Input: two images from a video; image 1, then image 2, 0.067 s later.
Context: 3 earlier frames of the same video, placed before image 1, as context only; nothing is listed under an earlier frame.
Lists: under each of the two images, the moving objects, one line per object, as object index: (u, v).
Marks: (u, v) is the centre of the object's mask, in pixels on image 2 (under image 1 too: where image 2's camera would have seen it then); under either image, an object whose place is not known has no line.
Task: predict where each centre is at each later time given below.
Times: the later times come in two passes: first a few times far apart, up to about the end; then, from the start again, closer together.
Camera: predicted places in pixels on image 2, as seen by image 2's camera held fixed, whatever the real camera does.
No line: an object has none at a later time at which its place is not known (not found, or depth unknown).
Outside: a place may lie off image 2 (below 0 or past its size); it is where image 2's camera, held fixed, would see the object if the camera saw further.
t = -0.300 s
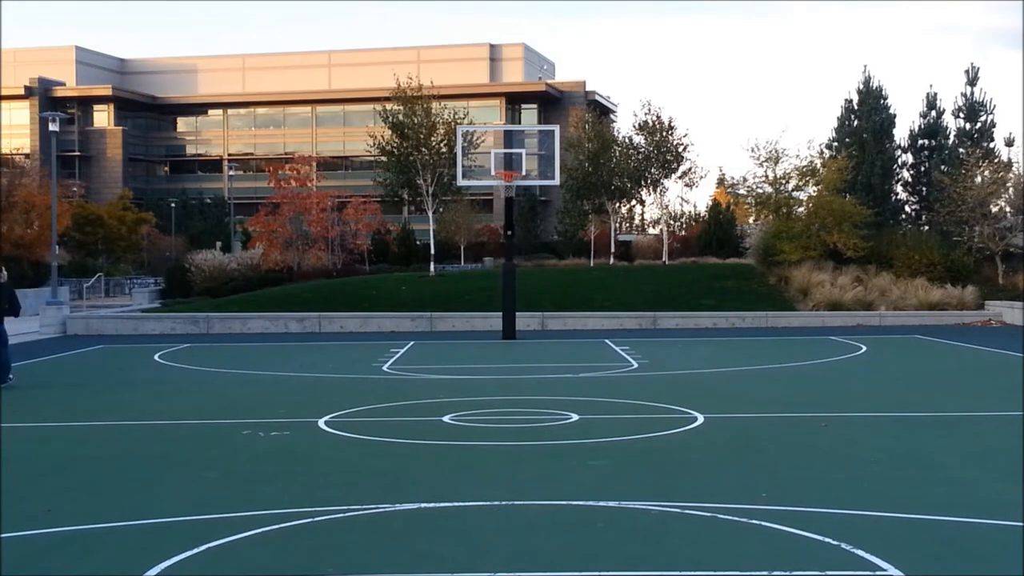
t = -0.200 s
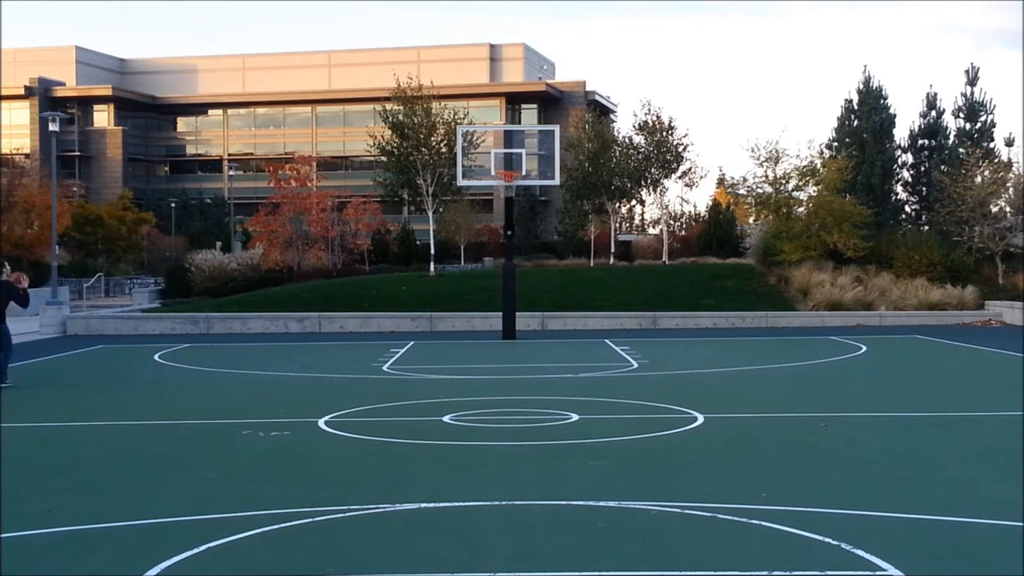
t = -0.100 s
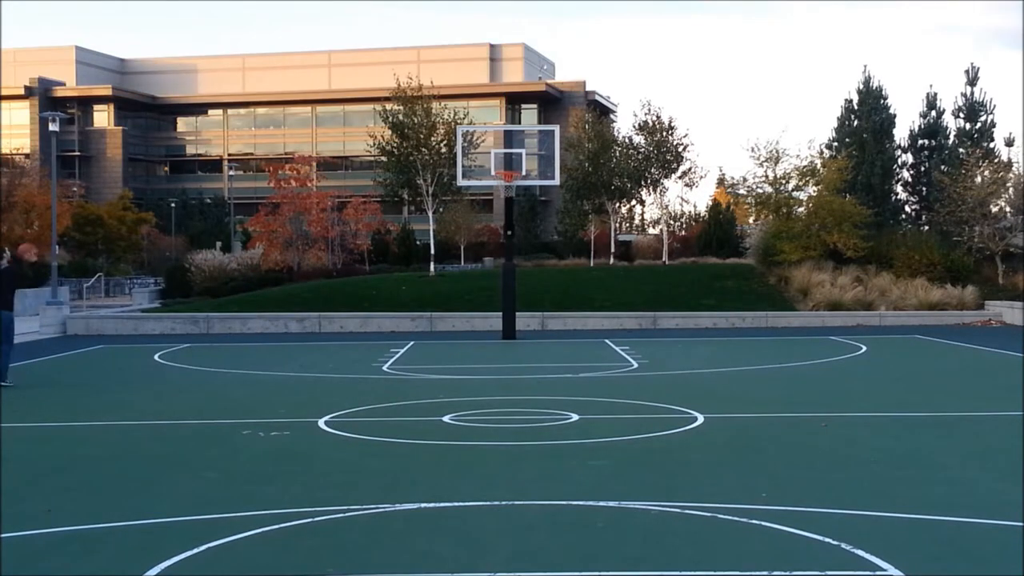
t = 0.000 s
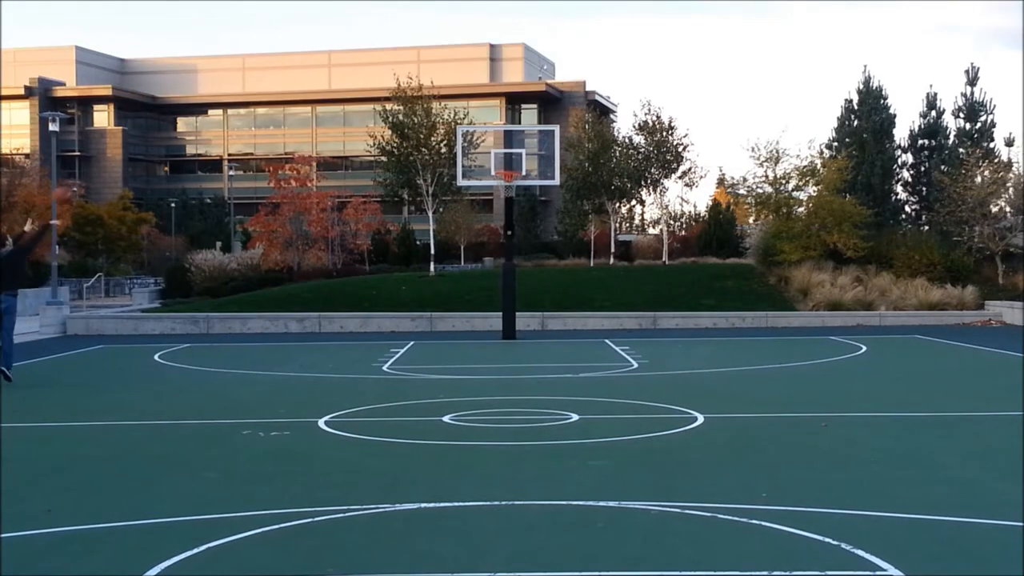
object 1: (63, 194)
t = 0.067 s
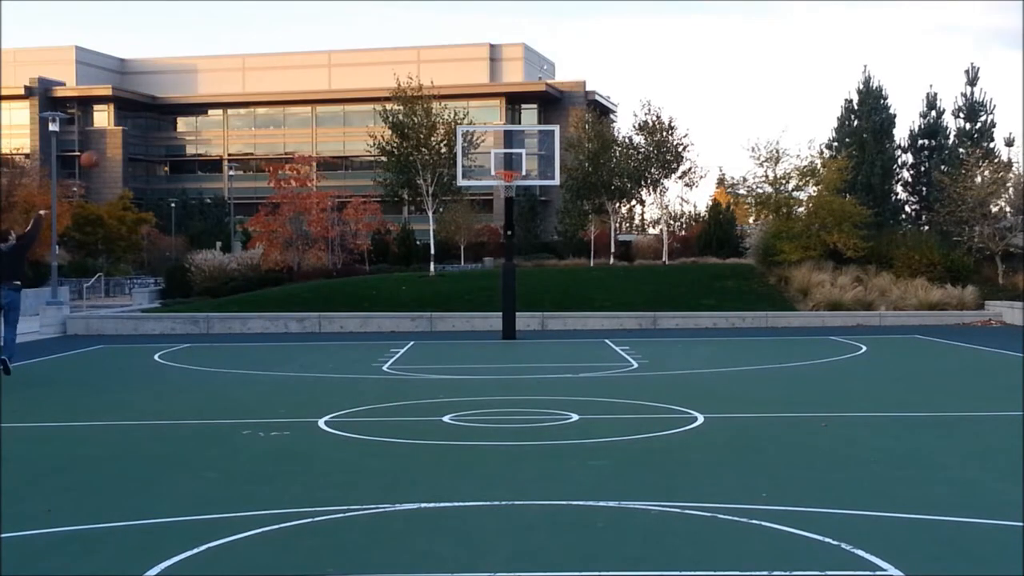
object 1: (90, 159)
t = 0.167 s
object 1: (129, 113)
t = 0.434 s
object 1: (226, 34)
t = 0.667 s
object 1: (300, 7)
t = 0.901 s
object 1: (367, 16)
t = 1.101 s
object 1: (419, 49)
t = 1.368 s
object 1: (482, 122)
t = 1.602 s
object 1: (516, 186)
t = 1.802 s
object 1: (509, 192)
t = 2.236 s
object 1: (489, 282)
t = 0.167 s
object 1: (129, 113)
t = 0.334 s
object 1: (191, 57)
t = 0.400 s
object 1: (214, 41)
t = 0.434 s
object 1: (226, 34)
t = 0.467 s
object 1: (237, 28)
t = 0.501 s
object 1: (248, 22)
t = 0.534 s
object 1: (259, 18)
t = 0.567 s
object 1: (269, 14)
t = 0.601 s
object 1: (280, 11)
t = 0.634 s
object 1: (290, 9)
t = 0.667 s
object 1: (300, 7)
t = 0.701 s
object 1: (310, 6)
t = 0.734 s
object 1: (320, 6)
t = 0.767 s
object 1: (330, 7)
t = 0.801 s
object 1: (340, 8)
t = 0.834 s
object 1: (349, 10)
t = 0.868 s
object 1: (358, 13)
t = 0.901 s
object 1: (367, 16)
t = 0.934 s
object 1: (376, 20)
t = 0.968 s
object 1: (385, 25)
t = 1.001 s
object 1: (394, 30)
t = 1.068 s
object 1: (411, 42)
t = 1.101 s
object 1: (419, 49)
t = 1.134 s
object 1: (428, 56)
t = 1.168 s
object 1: (436, 64)
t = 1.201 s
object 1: (444, 72)
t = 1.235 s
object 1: (452, 81)
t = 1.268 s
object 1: (459, 90)
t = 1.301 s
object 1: (467, 101)
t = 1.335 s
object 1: (474, 111)
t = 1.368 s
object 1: (482, 122)
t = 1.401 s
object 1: (489, 134)
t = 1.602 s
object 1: (516, 186)
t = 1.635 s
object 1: (515, 187)
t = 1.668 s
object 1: (514, 187)
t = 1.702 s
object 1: (513, 188)
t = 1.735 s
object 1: (512, 188)
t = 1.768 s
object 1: (510, 189)
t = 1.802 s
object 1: (509, 192)
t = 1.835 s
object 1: (507, 195)
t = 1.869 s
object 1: (506, 198)
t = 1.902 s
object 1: (505, 203)
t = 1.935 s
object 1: (504, 208)
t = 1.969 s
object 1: (502, 213)
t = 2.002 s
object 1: (500, 220)
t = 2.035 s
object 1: (497, 226)
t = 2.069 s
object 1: (496, 233)
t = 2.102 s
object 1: (495, 241)
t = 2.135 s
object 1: (494, 251)
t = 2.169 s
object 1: (492, 260)
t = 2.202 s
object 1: (490, 270)
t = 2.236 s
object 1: (489, 282)
